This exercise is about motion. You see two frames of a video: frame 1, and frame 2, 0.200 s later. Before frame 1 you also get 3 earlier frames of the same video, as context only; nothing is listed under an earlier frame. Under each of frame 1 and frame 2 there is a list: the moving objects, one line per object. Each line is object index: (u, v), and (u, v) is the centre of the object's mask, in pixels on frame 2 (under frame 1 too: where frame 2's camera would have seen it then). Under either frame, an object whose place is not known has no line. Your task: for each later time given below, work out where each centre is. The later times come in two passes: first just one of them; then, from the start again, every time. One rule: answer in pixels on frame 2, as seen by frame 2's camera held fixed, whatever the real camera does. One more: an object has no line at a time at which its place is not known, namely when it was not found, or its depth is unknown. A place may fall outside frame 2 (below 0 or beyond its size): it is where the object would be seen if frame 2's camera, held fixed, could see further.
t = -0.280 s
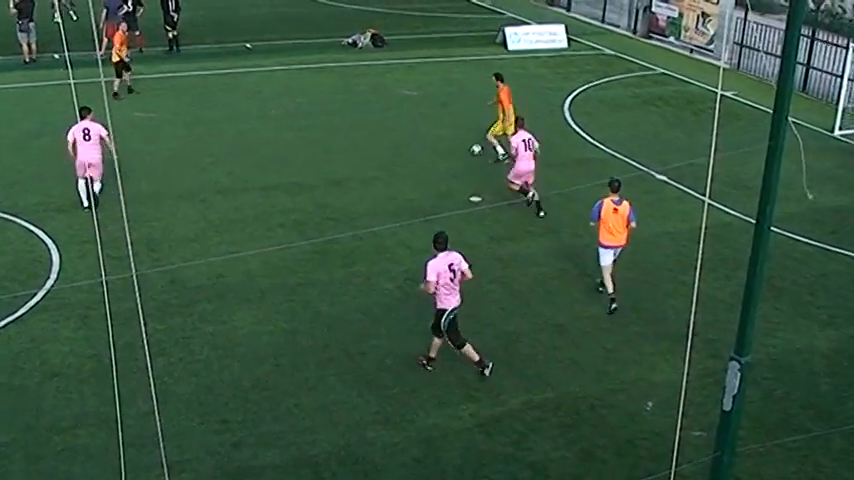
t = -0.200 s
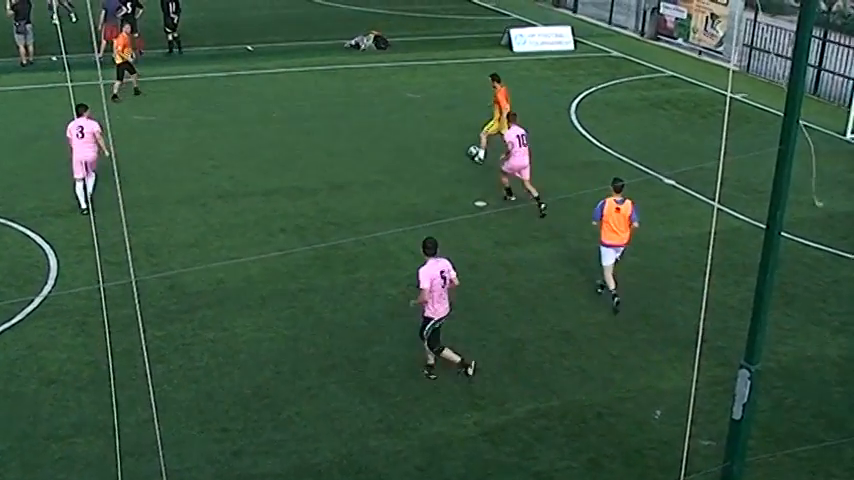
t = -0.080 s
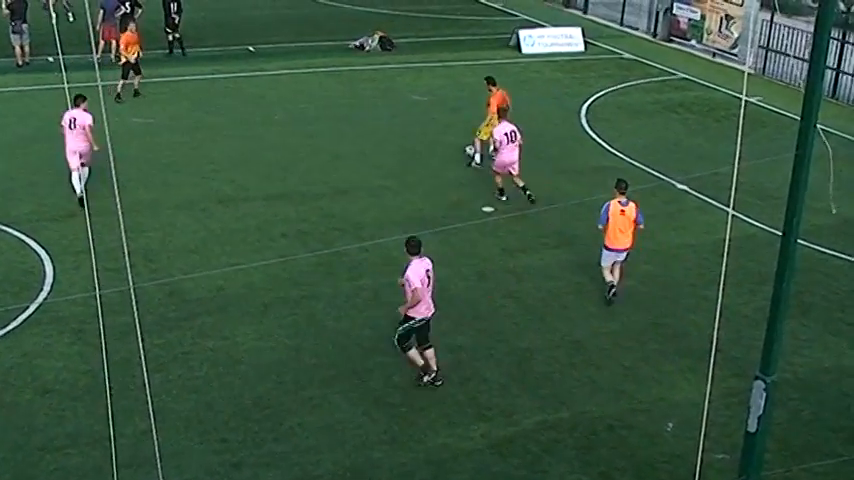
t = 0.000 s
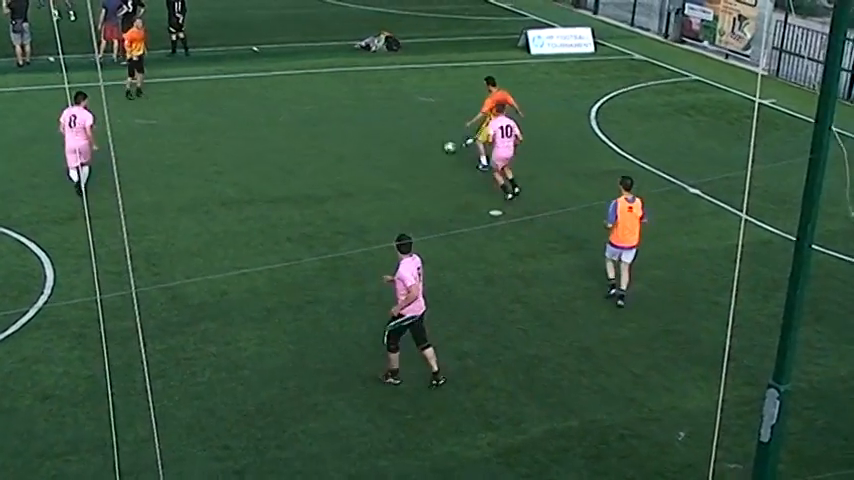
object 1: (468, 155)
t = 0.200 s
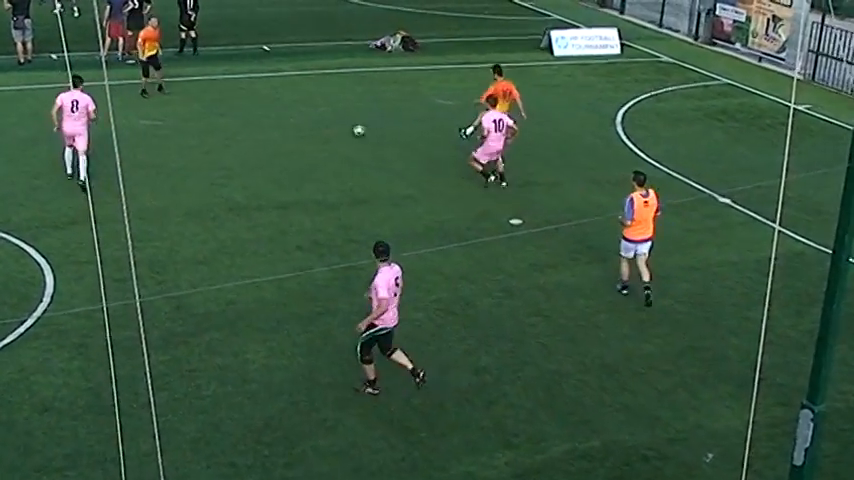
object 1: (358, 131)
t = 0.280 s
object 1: (320, 121)
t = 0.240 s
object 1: (338, 126)
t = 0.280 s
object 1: (320, 121)
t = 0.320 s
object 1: (302, 116)
